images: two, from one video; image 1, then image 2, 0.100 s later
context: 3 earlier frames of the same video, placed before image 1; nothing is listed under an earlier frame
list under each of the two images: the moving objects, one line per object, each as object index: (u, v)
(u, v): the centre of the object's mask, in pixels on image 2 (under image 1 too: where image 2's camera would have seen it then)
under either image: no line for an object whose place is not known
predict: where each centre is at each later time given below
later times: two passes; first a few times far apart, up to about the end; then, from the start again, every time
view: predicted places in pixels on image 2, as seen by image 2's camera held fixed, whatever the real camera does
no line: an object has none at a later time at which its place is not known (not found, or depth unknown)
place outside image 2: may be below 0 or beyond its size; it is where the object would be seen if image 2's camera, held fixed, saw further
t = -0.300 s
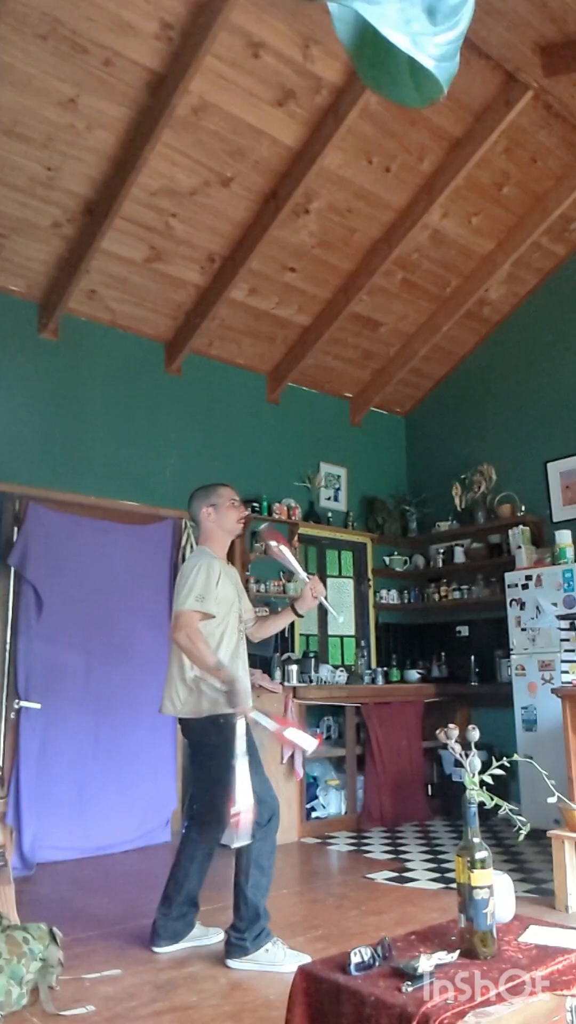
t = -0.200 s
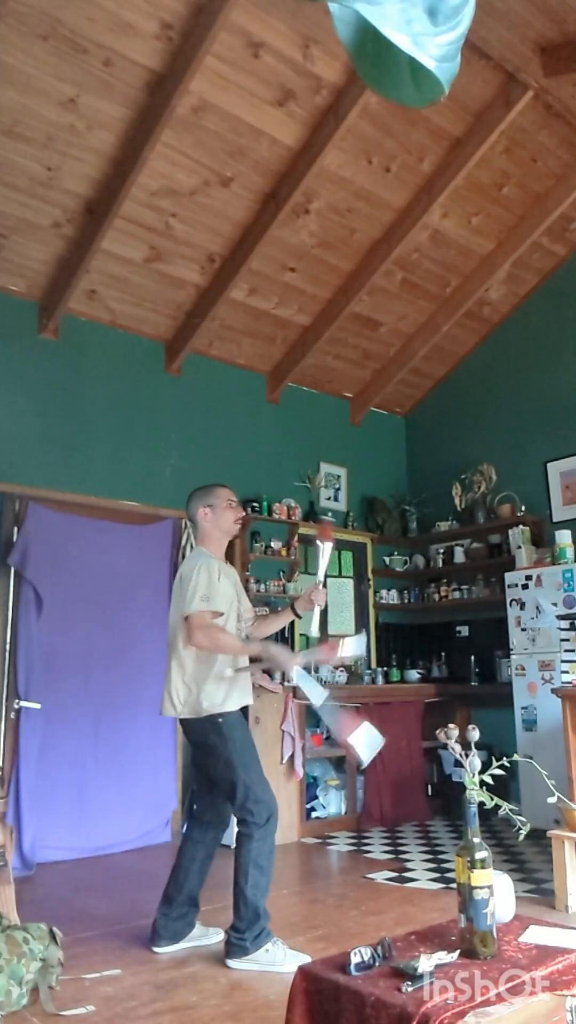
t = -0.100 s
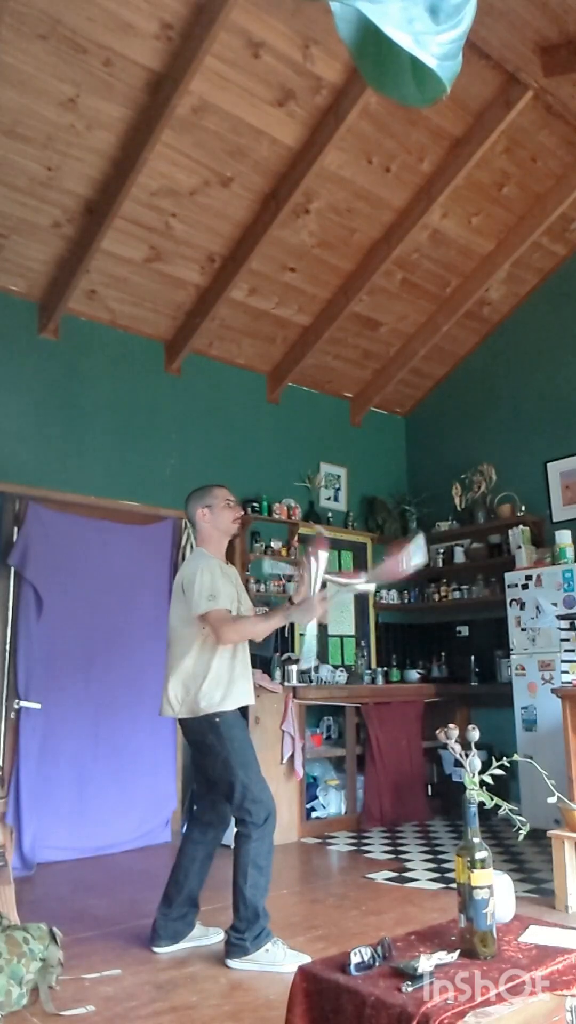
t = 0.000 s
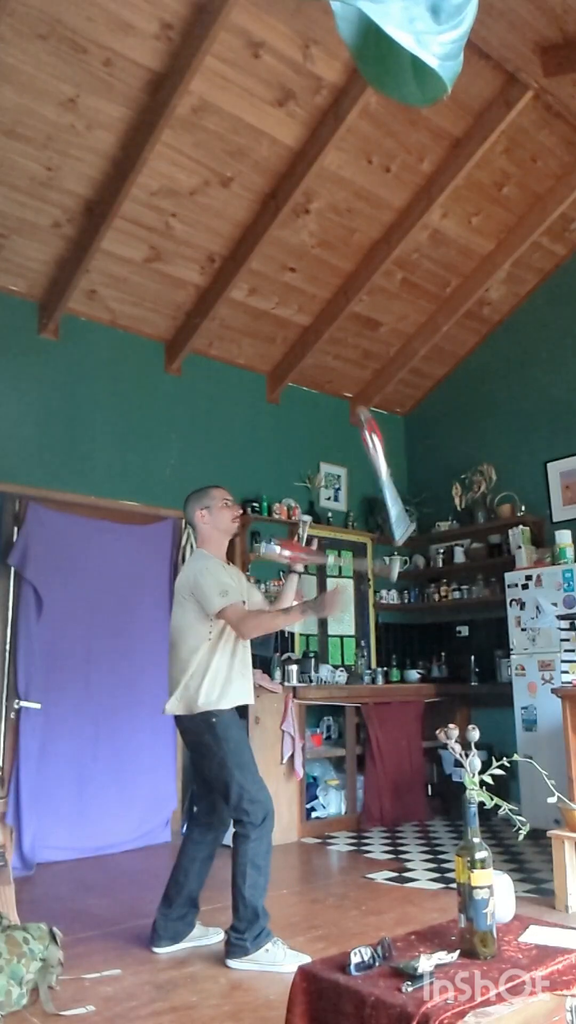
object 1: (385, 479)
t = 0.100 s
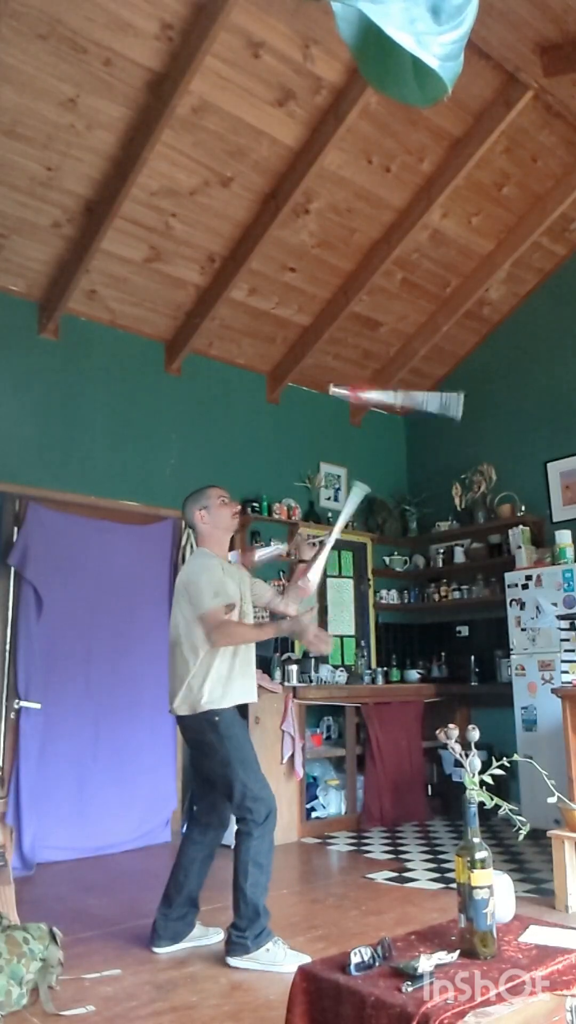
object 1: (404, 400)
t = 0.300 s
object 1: (401, 303)
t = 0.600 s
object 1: (428, 340)
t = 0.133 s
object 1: (405, 357)
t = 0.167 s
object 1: (401, 336)
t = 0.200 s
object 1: (396, 332)
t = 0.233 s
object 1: (399, 321)
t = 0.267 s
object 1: (410, 334)
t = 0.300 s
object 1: (401, 303)
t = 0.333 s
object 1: (400, 296)
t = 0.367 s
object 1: (399, 295)
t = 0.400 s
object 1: (399, 301)
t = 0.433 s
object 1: (401, 316)
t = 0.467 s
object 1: (417, 301)
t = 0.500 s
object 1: (424, 307)
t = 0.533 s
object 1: (427, 319)
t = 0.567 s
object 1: (429, 332)
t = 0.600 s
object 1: (428, 340)
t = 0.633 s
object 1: (430, 374)
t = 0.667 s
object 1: (439, 395)
